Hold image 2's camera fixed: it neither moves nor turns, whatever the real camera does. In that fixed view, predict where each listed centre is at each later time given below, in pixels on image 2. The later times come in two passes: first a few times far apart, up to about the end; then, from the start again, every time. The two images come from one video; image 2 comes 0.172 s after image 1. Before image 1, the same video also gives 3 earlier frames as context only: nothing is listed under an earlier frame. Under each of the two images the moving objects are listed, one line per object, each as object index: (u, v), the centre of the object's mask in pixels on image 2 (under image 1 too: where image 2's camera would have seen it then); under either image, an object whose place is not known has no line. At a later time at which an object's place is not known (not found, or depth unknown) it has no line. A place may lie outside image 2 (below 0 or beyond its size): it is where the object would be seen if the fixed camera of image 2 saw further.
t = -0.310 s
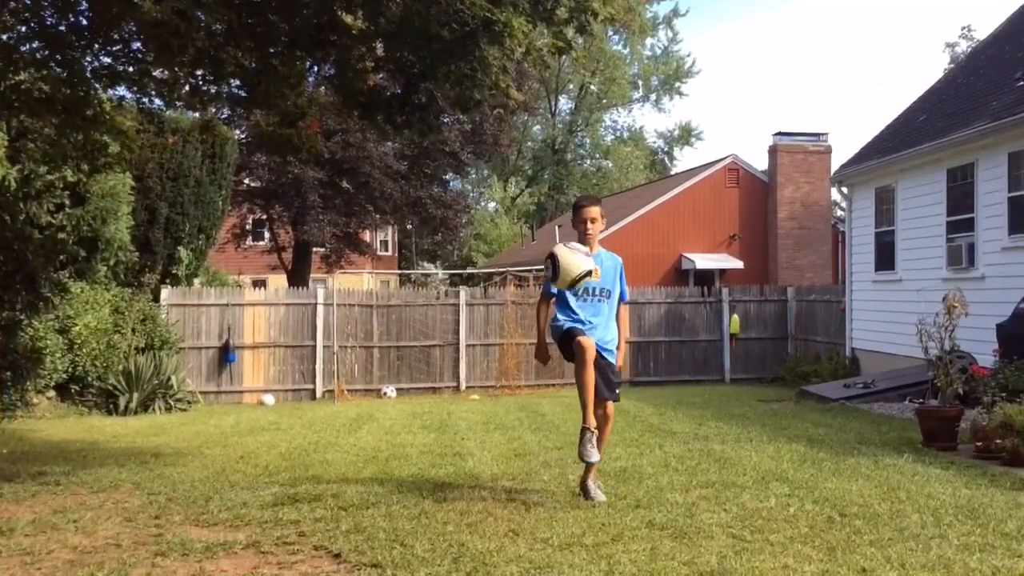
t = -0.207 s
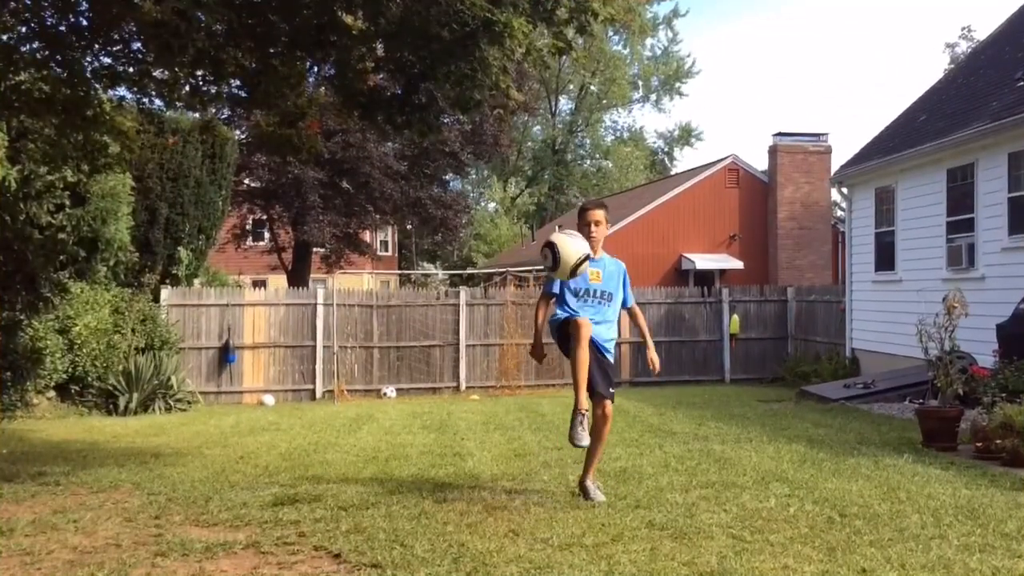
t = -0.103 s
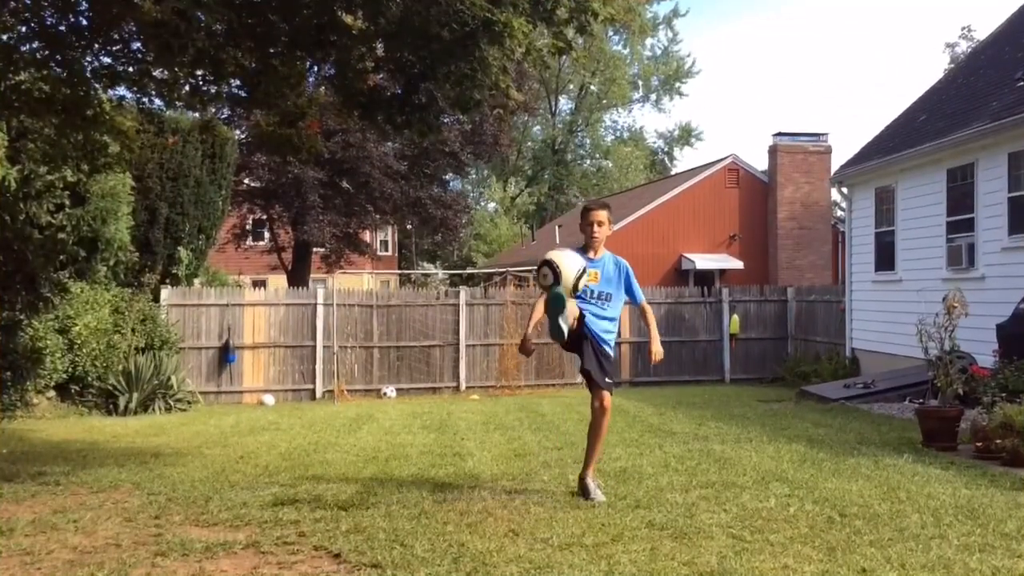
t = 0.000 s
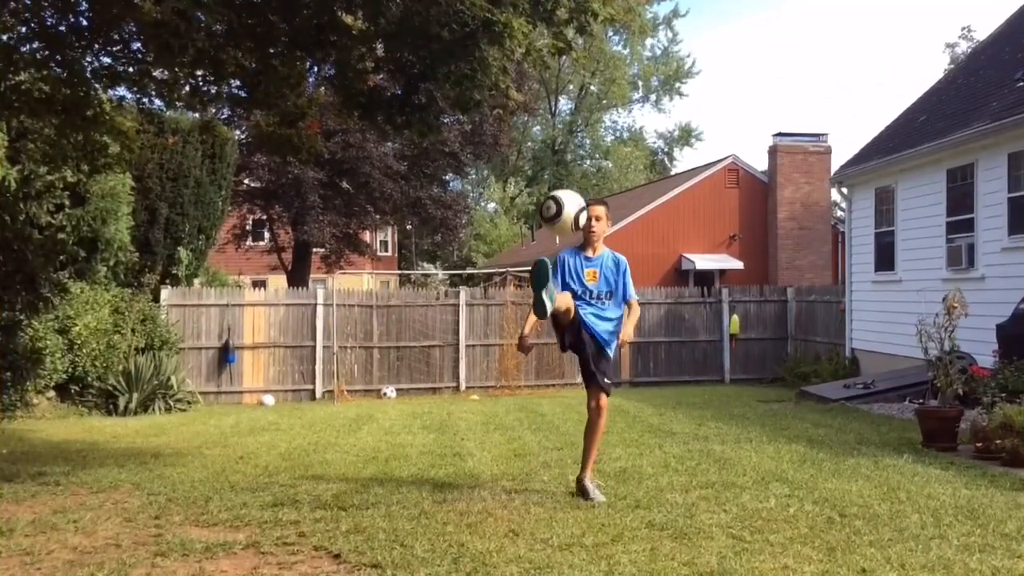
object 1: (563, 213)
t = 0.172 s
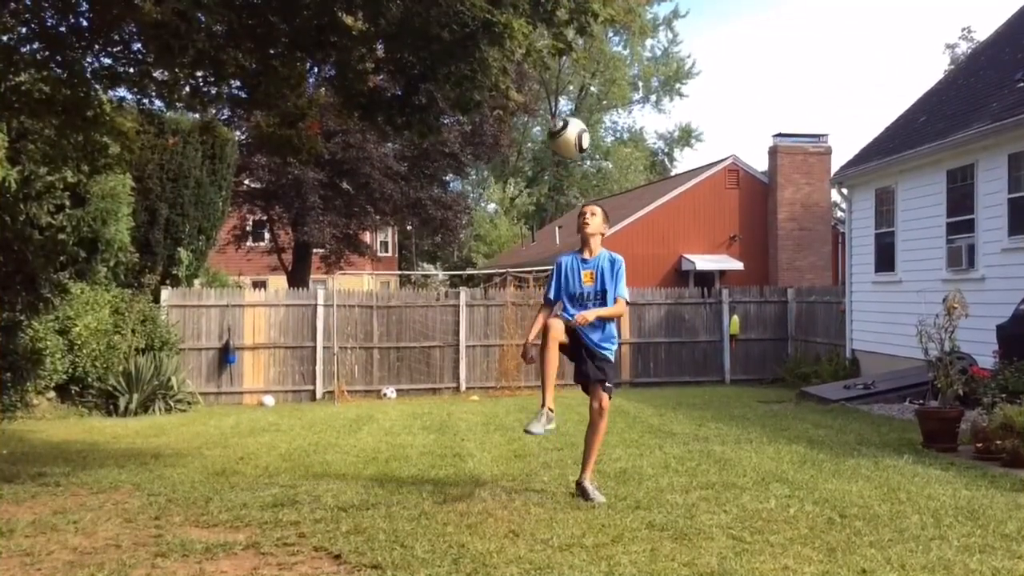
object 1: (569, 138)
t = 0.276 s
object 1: (572, 125)
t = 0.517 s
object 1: (578, 156)
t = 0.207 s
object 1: (570, 132)
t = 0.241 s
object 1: (571, 127)
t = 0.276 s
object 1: (572, 125)
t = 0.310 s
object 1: (572, 124)
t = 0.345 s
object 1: (573, 126)
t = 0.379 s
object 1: (574, 129)
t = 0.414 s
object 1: (575, 133)
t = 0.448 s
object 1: (576, 140)
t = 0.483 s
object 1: (577, 147)
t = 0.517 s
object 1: (578, 156)
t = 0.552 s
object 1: (579, 167)
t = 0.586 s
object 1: (579, 180)
